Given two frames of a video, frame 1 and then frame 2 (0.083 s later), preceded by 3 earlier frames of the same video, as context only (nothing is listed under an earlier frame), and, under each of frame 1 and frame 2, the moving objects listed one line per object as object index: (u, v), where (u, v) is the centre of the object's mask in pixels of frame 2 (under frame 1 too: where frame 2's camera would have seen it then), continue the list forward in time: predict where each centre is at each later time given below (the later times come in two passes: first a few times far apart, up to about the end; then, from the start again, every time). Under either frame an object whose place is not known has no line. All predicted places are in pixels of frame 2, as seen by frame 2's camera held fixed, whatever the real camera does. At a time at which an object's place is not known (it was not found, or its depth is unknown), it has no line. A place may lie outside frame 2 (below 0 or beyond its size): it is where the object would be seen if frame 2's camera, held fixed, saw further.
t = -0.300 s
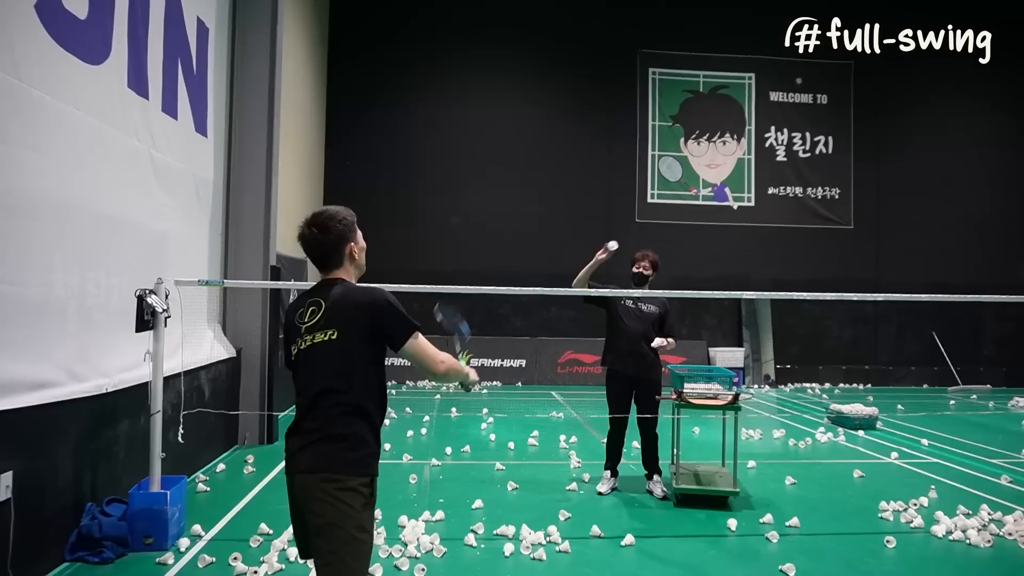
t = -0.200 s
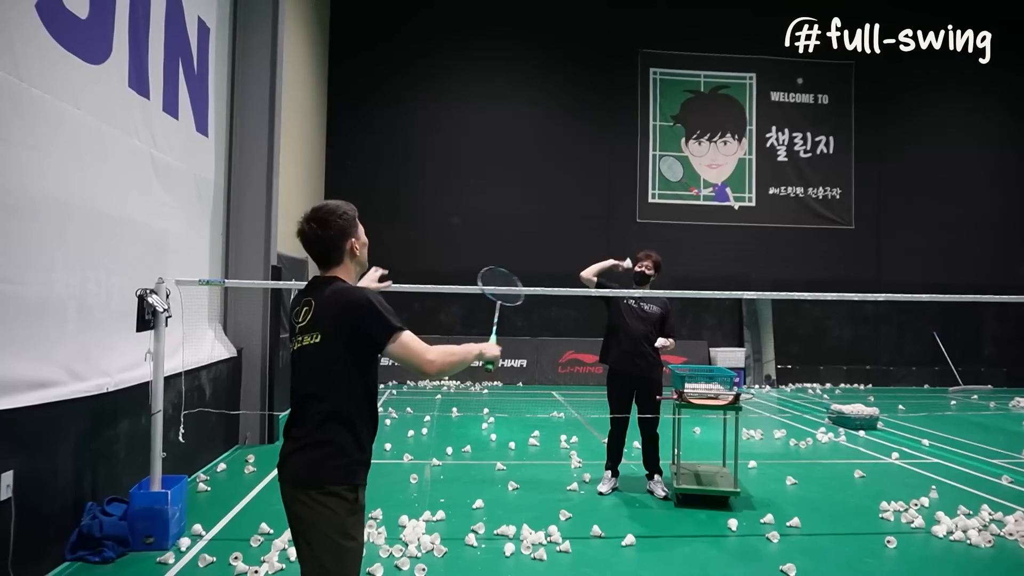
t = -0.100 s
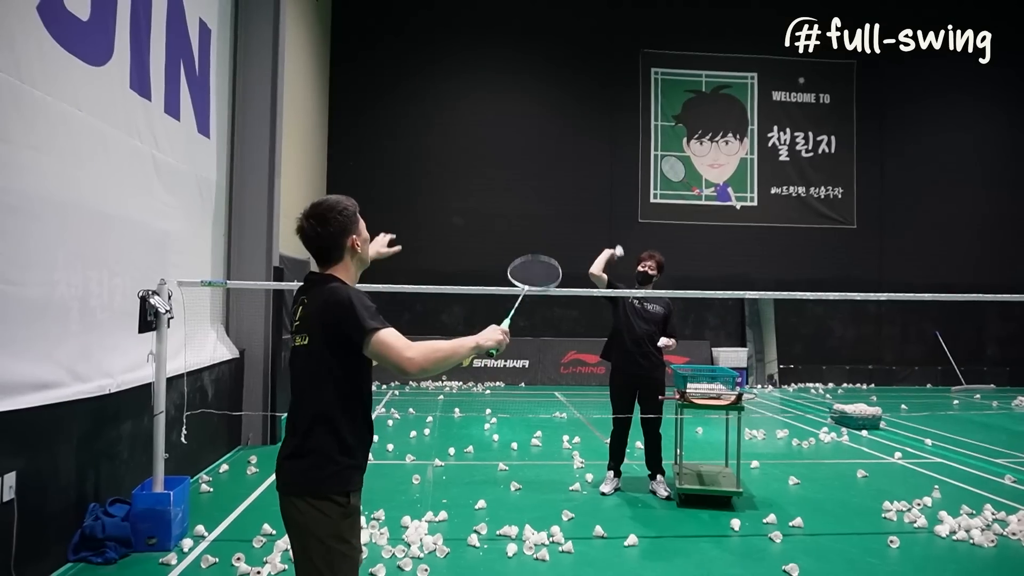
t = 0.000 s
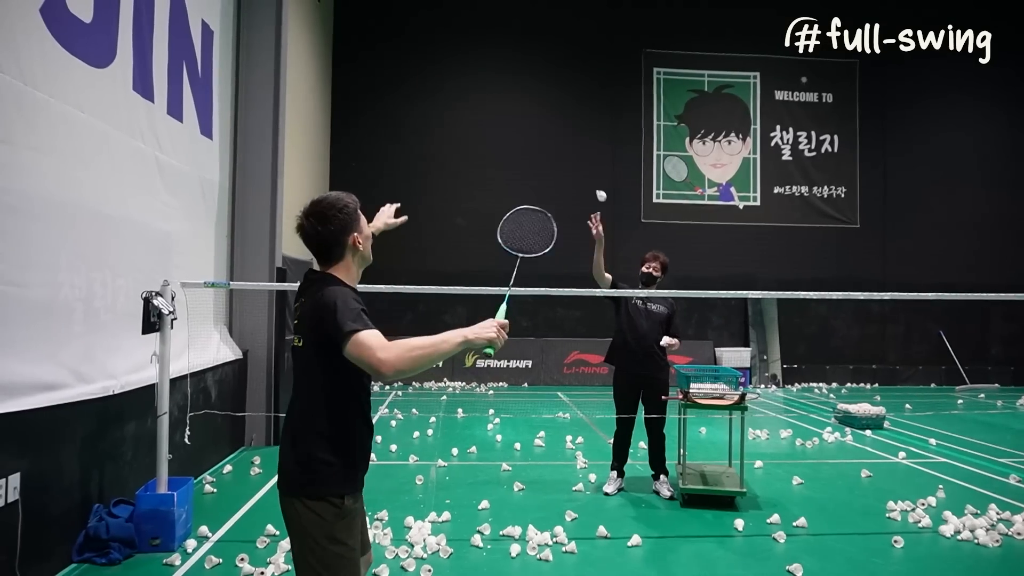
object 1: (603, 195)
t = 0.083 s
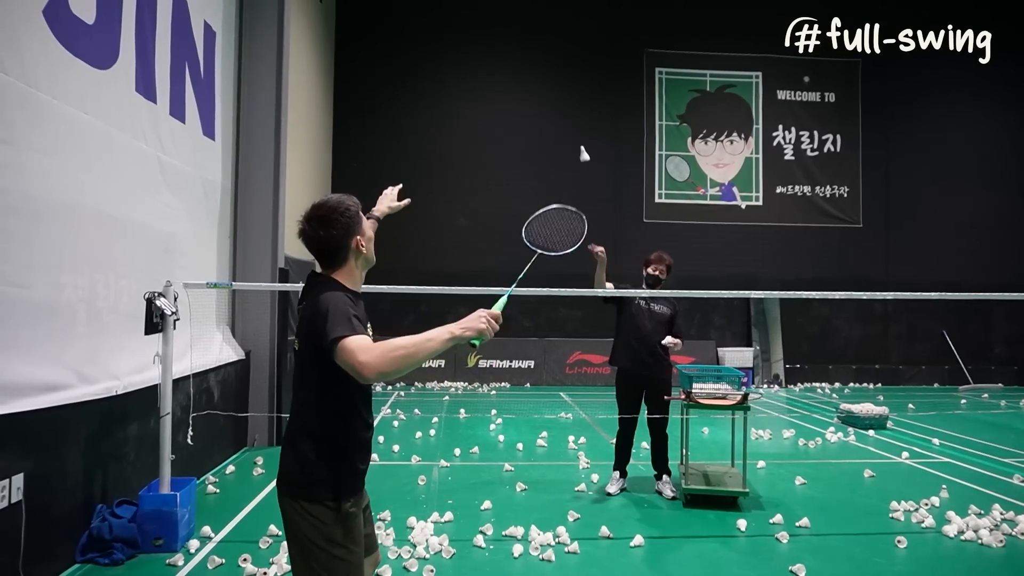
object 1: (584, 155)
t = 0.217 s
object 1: (556, 102)
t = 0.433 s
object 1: (507, 69)
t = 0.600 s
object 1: (463, 96)
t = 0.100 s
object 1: (581, 147)
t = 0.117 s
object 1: (577, 140)
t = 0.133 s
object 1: (574, 133)
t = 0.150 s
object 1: (571, 126)
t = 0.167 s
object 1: (567, 119)
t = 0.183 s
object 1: (564, 113)
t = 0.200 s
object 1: (560, 107)
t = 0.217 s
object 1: (556, 102)
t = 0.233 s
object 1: (553, 97)
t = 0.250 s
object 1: (549, 92)
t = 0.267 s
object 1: (545, 88)
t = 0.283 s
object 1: (541, 84)
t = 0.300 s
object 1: (537, 81)
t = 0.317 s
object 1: (533, 78)
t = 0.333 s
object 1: (530, 75)
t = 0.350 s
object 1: (526, 73)
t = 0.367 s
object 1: (522, 72)
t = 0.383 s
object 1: (518, 70)
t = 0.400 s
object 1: (515, 69)
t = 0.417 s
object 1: (511, 69)
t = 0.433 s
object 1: (507, 69)
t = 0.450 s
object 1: (503, 69)
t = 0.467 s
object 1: (499, 70)
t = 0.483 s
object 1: (495, 71)
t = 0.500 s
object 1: (491, 73)
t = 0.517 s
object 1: (486, 75)
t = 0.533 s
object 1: (482, 78)
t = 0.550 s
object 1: (477, 82)
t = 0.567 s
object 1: (473, 86)
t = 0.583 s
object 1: (468, 90)
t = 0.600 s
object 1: (463, 96)
